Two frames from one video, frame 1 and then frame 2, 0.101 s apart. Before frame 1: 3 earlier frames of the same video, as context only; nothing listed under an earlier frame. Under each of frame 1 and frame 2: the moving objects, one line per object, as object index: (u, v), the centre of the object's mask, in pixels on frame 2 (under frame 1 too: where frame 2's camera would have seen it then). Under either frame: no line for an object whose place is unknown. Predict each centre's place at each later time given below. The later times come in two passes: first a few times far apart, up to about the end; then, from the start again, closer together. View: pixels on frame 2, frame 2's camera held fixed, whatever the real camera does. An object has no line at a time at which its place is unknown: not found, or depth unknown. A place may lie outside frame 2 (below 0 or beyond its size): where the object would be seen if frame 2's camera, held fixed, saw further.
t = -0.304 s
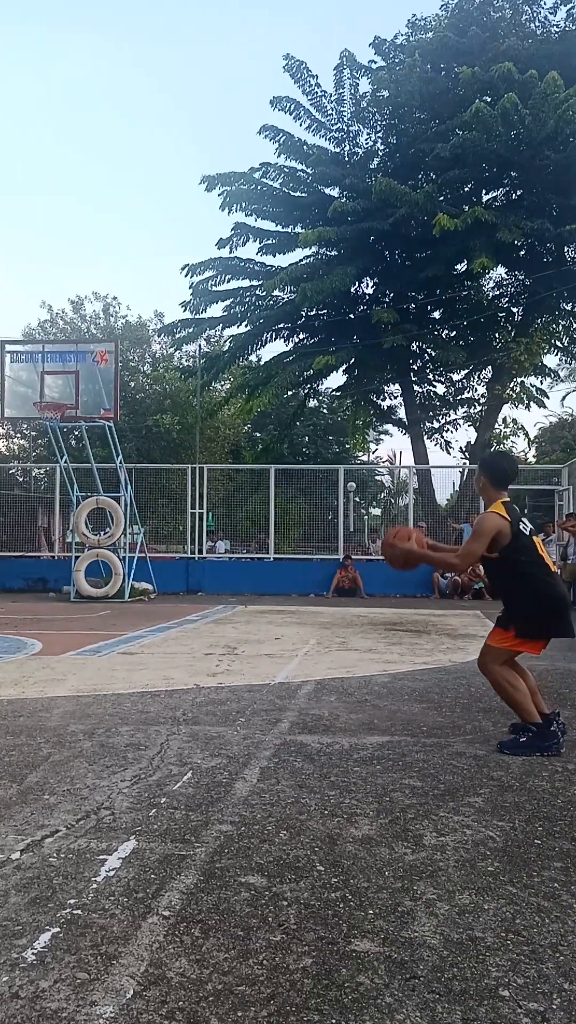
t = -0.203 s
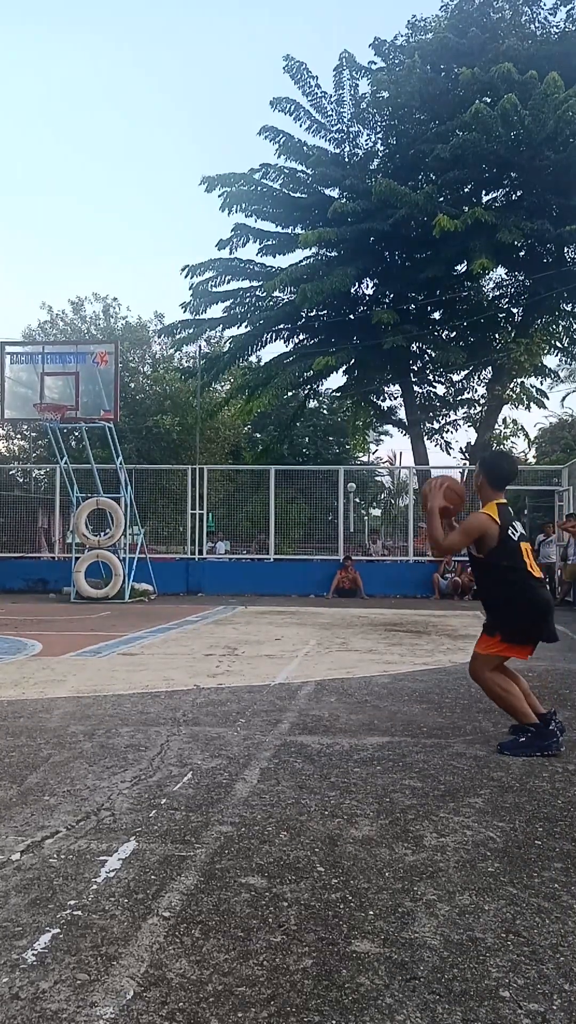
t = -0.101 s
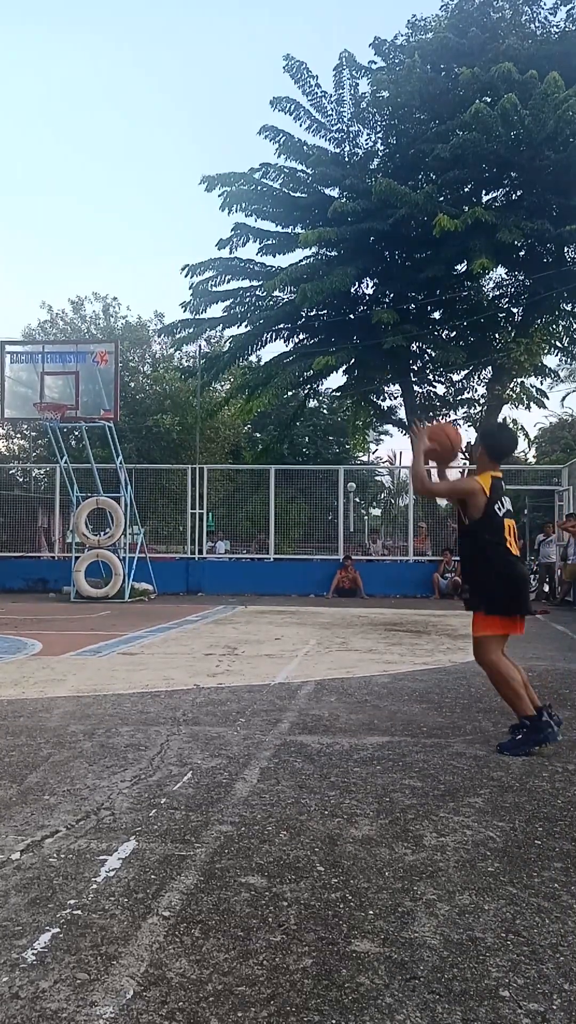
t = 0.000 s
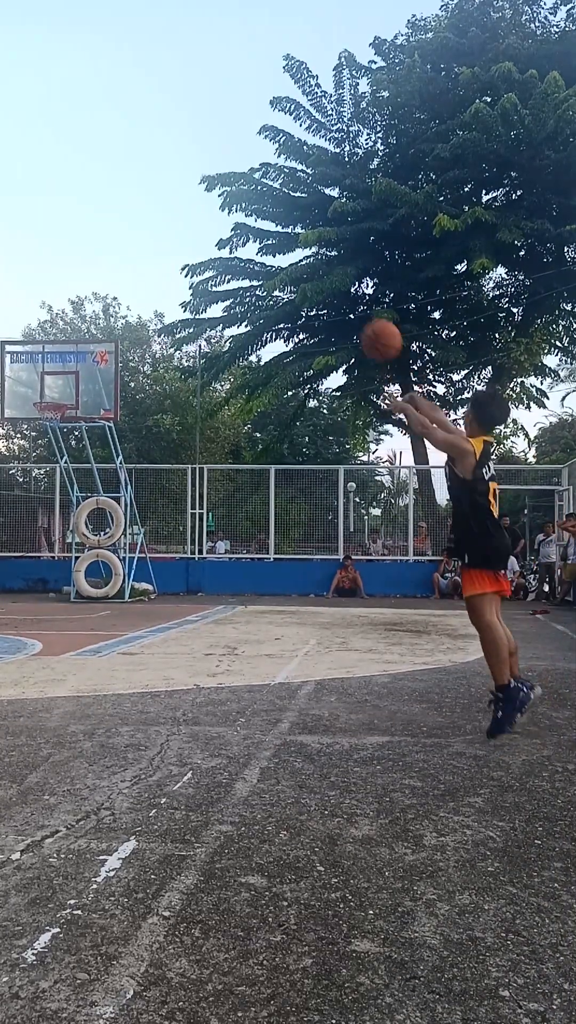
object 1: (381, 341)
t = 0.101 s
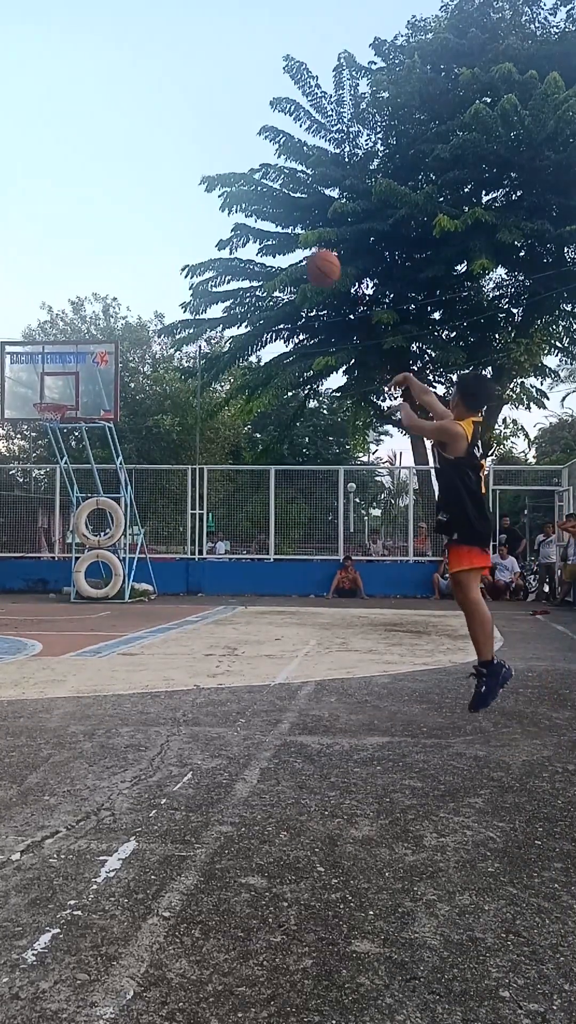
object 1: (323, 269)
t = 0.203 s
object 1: (275, 222)
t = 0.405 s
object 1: (204, 186)
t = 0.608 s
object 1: (154, 198)
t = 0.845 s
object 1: (109, 250)
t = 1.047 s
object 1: (79, 316)
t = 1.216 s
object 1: (58, 383)
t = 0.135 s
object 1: (306, 250)
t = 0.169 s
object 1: (290, 234)
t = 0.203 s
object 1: (275, 222)
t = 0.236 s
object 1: (262, 211)
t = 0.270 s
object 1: (249, 203)
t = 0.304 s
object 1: (237, 197)
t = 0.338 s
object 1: (226, 192)
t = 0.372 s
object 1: (214, 188)
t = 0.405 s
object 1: (204, 186)
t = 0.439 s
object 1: (195, 185)
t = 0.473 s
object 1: (186, 185)
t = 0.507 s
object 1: (177, 187)
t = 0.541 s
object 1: (169, 190)
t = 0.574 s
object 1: (161, 193)
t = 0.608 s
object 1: (154, 198)
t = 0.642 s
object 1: (147, 203)
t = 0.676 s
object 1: (140, 209)
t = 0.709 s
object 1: (133, 216)
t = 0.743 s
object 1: (127, 224)
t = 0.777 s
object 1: (121, 232)
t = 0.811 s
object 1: (115, 241)
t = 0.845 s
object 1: (109, 250)
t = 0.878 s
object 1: (104, 260)
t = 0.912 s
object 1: (98, 270)
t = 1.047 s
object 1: (79, 316)
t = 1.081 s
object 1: (76, 330)
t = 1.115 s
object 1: (71, 342)
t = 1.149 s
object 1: (67, 355)
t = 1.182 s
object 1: (62, 368)
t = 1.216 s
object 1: (58, 383)
